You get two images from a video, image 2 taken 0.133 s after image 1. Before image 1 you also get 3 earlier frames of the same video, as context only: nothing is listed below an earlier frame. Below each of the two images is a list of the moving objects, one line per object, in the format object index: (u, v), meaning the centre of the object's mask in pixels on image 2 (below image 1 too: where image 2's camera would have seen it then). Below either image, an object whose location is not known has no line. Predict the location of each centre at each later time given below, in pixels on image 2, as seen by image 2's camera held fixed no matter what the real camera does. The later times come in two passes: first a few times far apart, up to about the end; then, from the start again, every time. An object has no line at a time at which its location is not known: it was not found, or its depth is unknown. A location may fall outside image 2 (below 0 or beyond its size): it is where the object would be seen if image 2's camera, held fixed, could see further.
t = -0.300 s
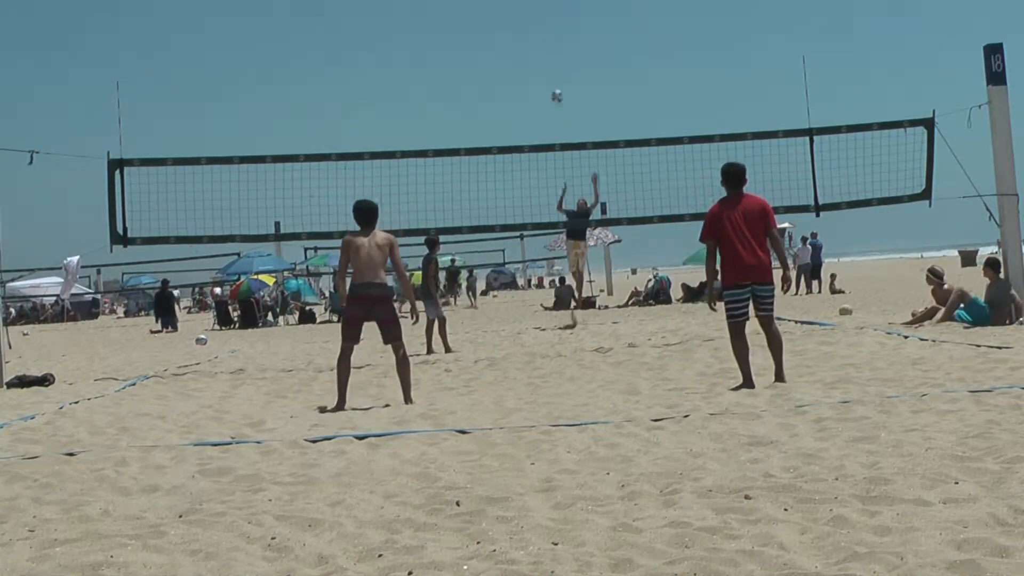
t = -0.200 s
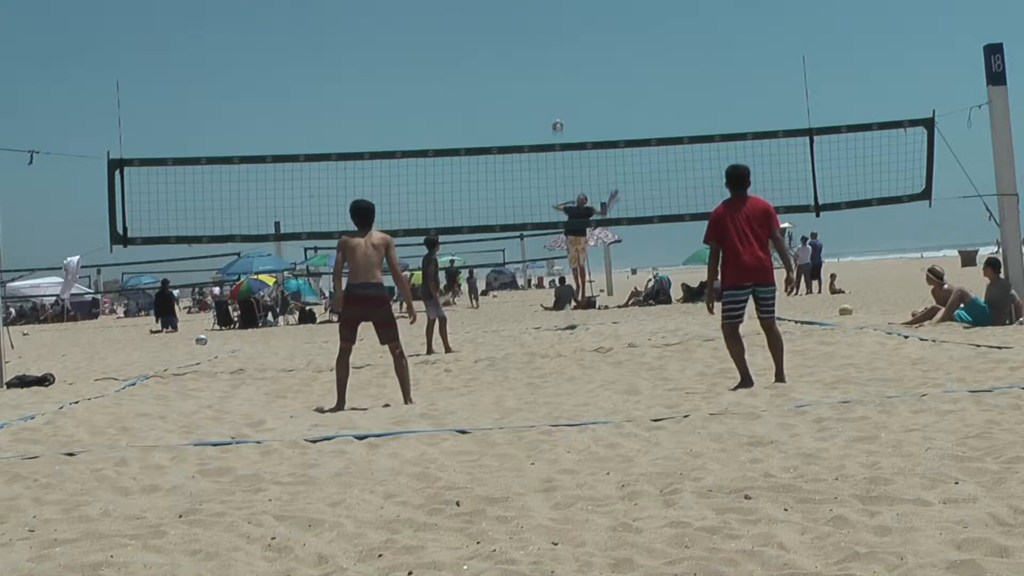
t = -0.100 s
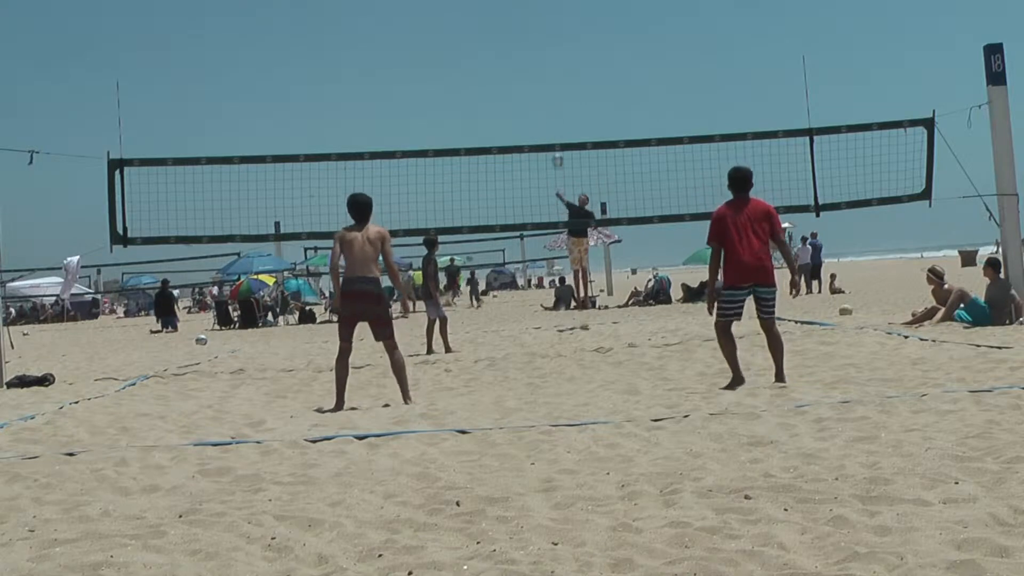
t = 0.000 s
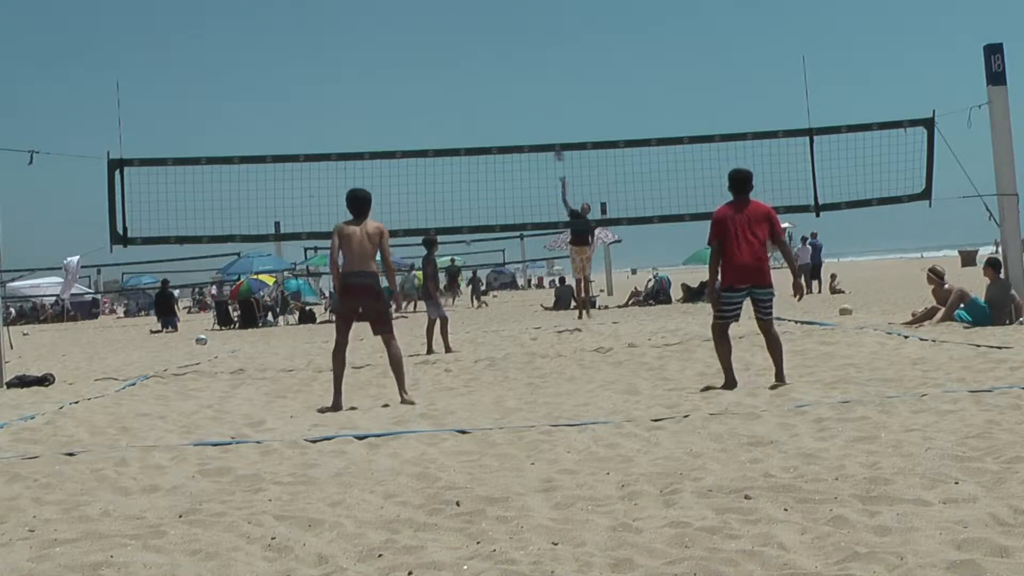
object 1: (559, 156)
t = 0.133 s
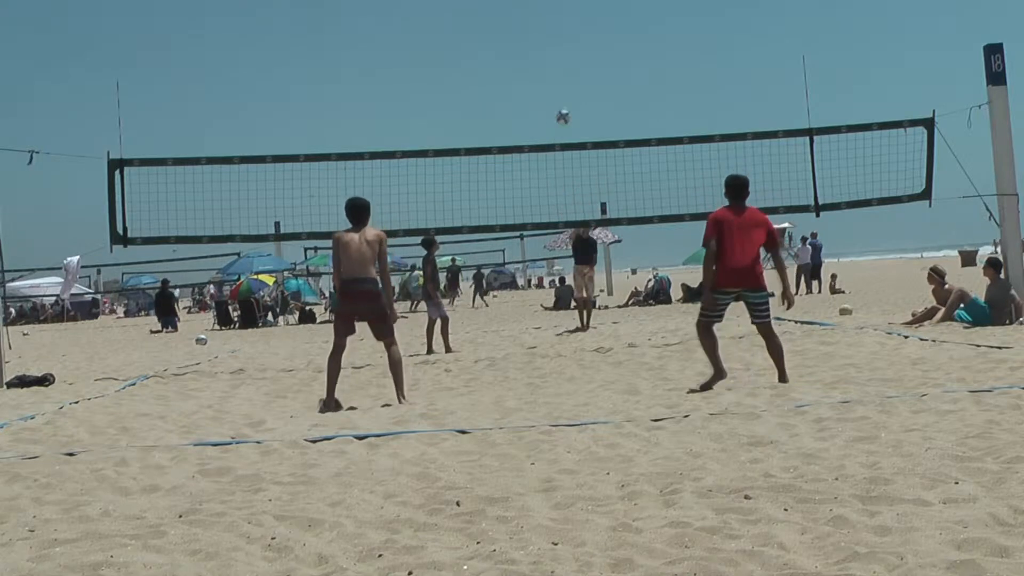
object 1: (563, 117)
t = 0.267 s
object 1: (568, 91)
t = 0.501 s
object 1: (584, 82)
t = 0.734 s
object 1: (611, 141)
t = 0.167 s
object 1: (564, 109)
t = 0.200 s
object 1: (566, 102)
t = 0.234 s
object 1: (567, 96)
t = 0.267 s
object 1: (568, 91)
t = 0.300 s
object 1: (570, 86)
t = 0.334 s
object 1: (572, 83)
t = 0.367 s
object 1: (573, 81)
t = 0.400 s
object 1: (576, 79)
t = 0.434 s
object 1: (578, 79)
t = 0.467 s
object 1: (580, 80)
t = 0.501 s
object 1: (584, 82)
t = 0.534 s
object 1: (587, 85)
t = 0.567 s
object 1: (590, 90)
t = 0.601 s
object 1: (594, 97)
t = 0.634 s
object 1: (597, 105)
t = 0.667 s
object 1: (602, 115)
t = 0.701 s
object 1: (606, 126)
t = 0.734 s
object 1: (611, 141)
